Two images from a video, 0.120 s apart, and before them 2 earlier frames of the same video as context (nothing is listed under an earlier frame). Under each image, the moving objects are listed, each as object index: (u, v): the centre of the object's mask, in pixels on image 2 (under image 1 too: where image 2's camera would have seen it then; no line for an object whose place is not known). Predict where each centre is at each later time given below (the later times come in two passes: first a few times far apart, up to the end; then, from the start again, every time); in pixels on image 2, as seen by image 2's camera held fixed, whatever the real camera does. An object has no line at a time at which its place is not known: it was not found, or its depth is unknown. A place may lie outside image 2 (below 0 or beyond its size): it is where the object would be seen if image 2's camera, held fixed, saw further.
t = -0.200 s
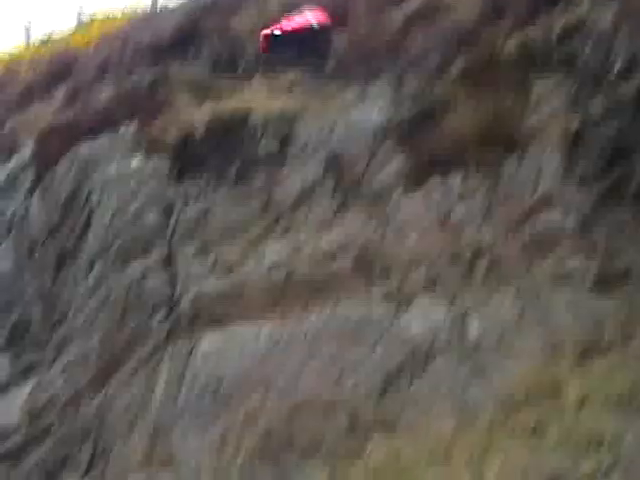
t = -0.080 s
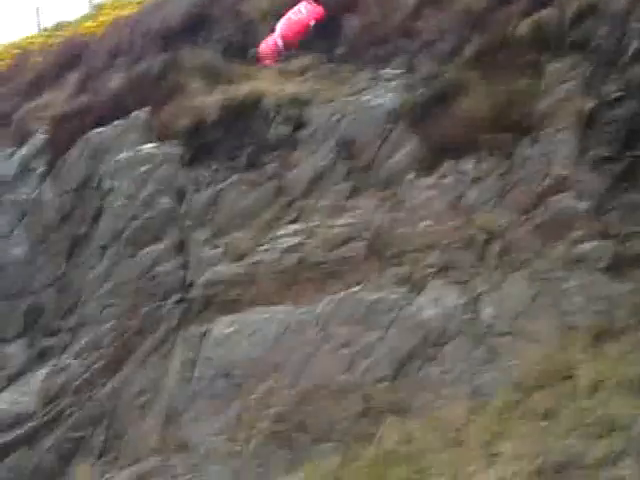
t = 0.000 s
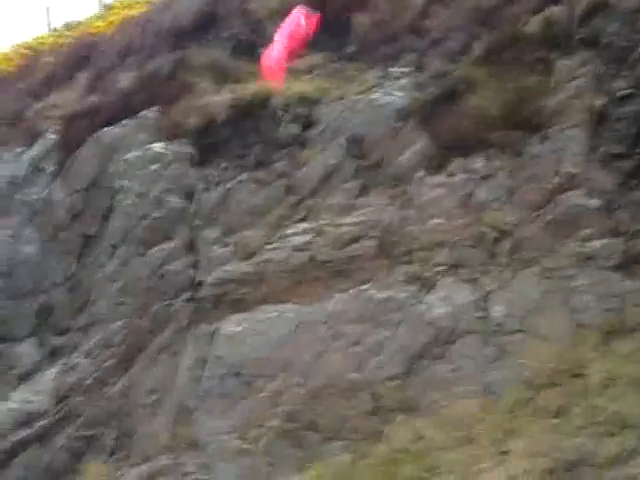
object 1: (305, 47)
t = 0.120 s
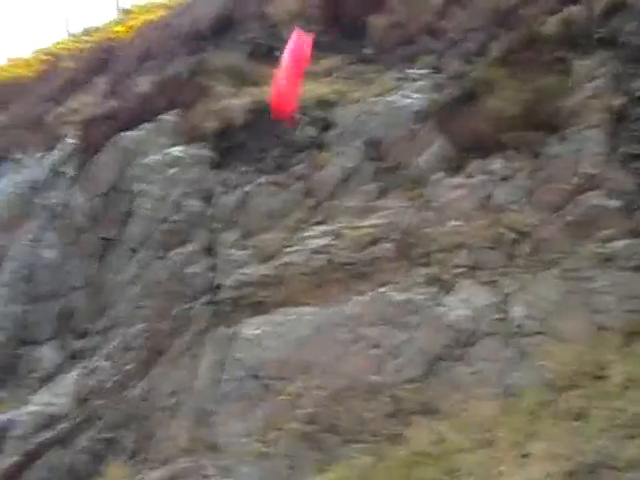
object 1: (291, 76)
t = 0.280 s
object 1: (271, 122)
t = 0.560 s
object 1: (224, 242)
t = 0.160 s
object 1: (286, 89)
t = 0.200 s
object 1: (280, 97)
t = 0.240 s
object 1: (275, 112)
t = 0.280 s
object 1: (271, 122)
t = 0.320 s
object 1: (266, 131)
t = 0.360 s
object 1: (260, 144)
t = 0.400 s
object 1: (254, 162)
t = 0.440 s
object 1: (246, 176)
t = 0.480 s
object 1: (238, 197)
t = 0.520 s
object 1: (232, 218)
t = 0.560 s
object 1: (224, 242)
